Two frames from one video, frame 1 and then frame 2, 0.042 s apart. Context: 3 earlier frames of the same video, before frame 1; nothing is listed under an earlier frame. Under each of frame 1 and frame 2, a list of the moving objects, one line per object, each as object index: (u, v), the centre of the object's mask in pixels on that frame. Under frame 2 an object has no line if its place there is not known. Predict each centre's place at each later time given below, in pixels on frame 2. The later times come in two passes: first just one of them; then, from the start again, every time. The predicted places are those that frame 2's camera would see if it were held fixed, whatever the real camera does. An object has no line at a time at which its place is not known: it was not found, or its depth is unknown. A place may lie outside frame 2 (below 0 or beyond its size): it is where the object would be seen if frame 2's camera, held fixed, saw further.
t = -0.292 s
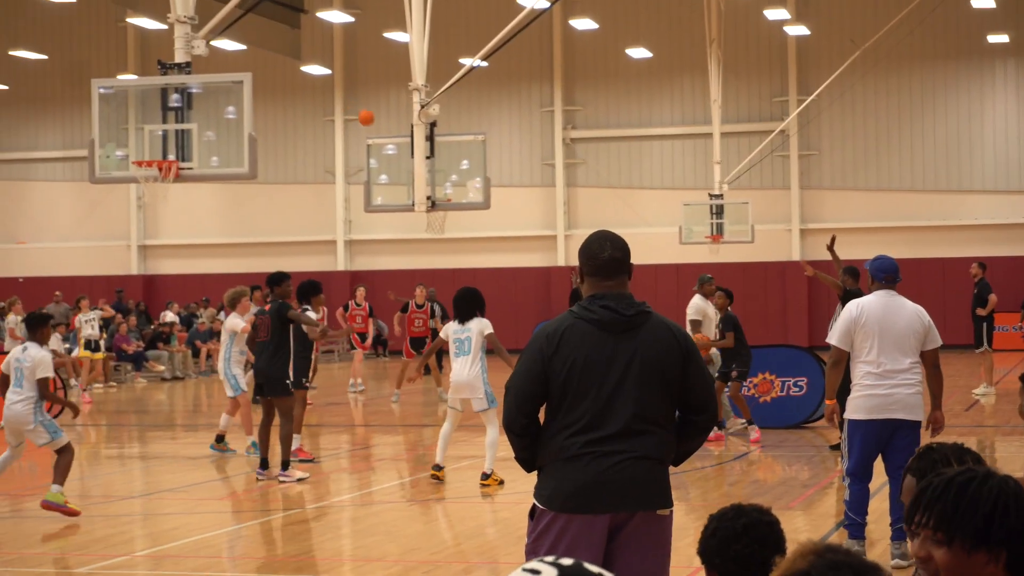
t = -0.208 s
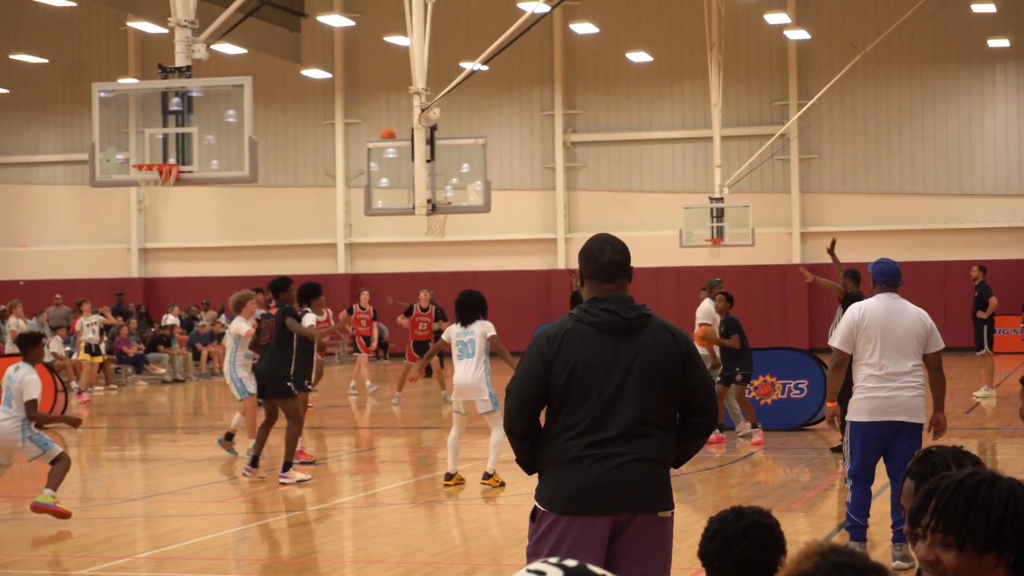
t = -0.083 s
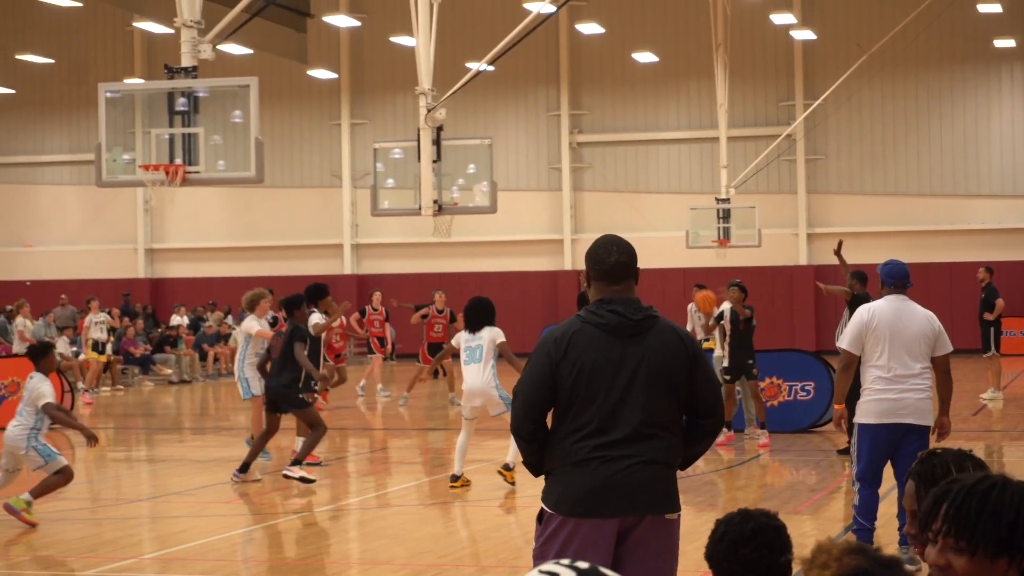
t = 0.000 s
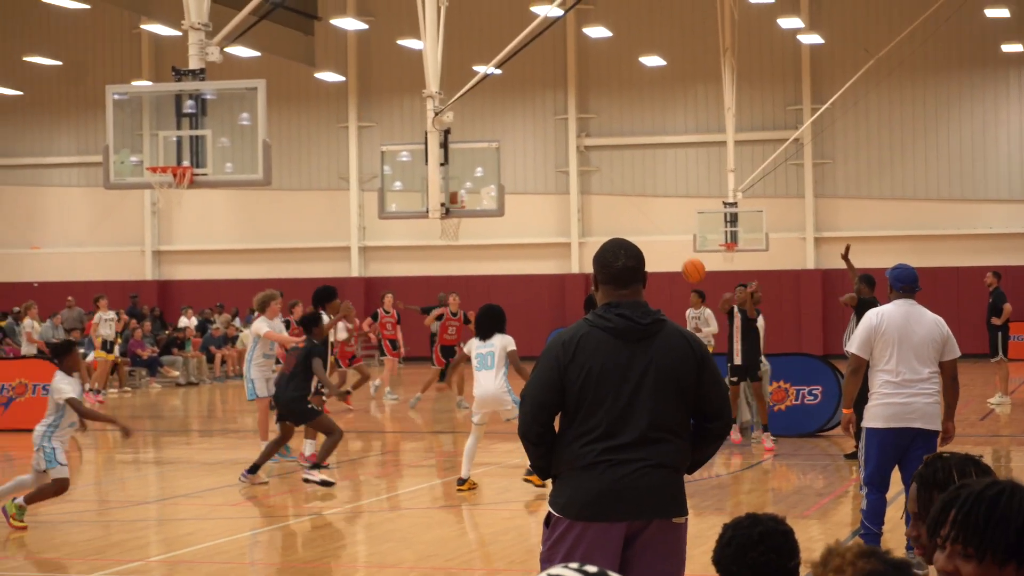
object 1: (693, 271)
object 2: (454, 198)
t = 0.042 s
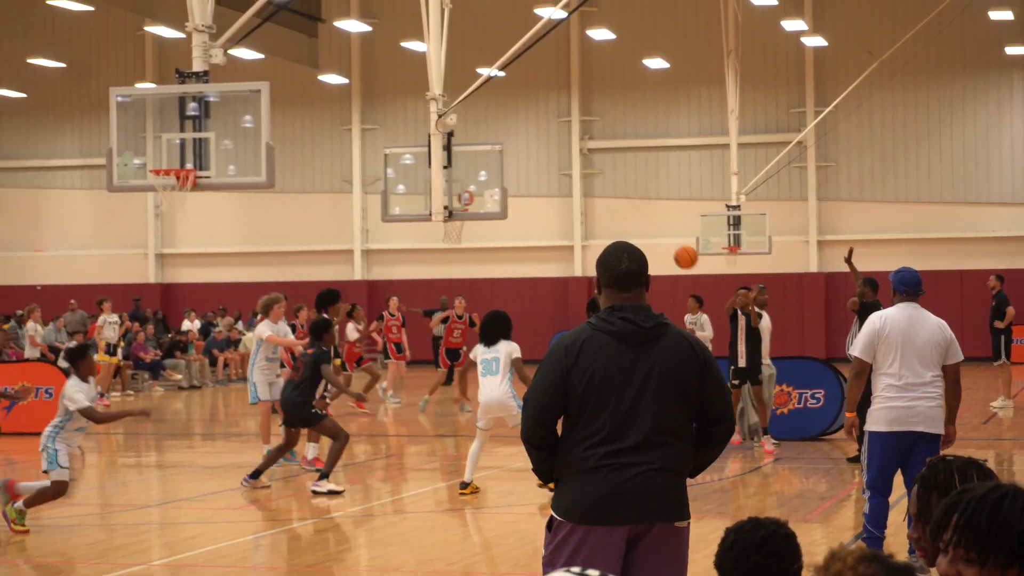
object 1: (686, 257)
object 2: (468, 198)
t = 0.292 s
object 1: (615, 186)
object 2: (512, 200)
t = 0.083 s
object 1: (675, 242)
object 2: (474, 195)
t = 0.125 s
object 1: (664, 229)
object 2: (479, 194)
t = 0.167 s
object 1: (652, 216)
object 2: (484, 193)
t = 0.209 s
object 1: (640, 205)
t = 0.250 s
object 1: (627, 195)
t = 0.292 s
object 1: (615, 186)
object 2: (512, 200)
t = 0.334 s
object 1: (601, 179)
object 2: (517, 204)
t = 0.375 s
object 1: (587, 174)
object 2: (522, 210)
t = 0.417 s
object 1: (571, 170)
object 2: (529, 216)
